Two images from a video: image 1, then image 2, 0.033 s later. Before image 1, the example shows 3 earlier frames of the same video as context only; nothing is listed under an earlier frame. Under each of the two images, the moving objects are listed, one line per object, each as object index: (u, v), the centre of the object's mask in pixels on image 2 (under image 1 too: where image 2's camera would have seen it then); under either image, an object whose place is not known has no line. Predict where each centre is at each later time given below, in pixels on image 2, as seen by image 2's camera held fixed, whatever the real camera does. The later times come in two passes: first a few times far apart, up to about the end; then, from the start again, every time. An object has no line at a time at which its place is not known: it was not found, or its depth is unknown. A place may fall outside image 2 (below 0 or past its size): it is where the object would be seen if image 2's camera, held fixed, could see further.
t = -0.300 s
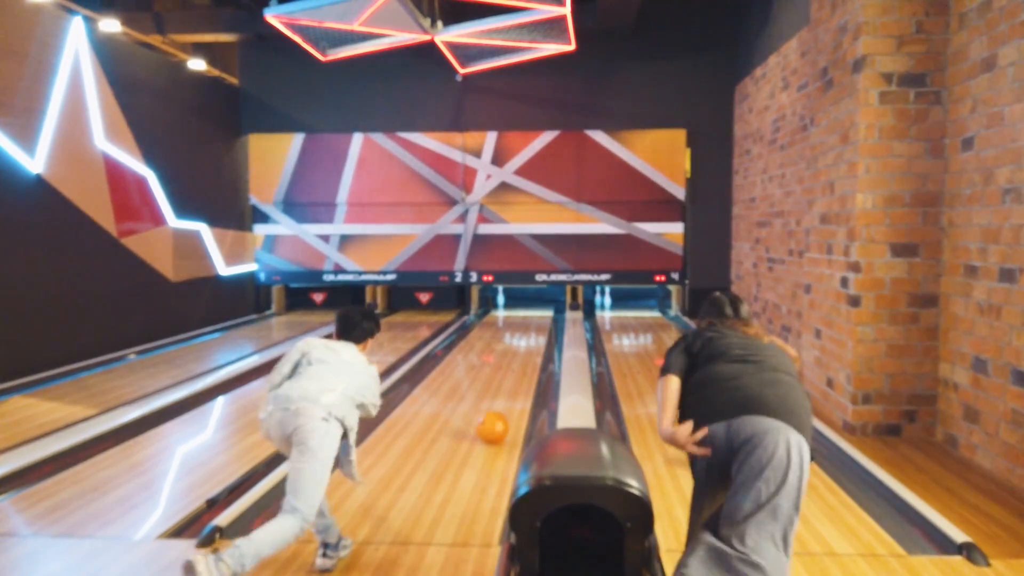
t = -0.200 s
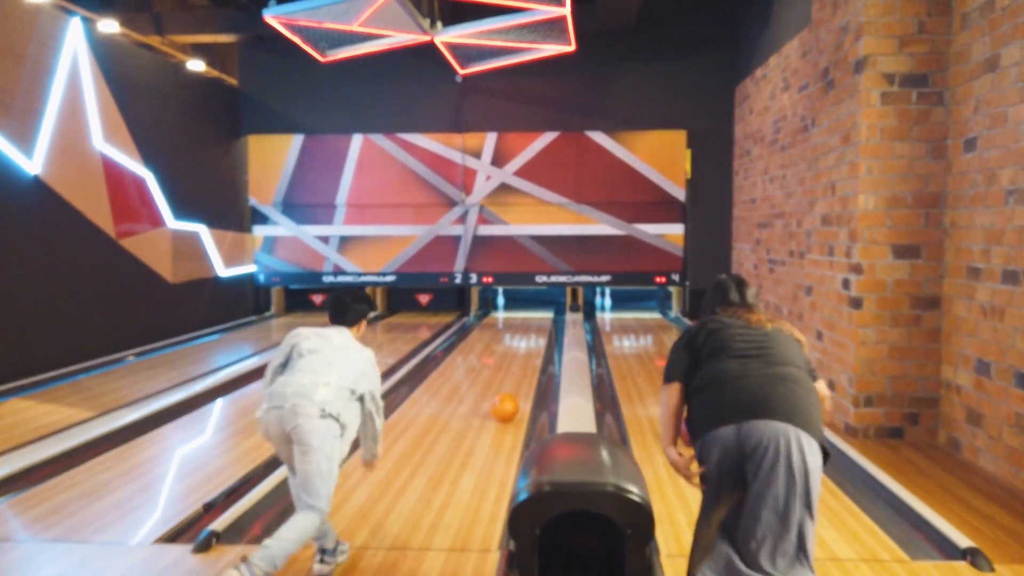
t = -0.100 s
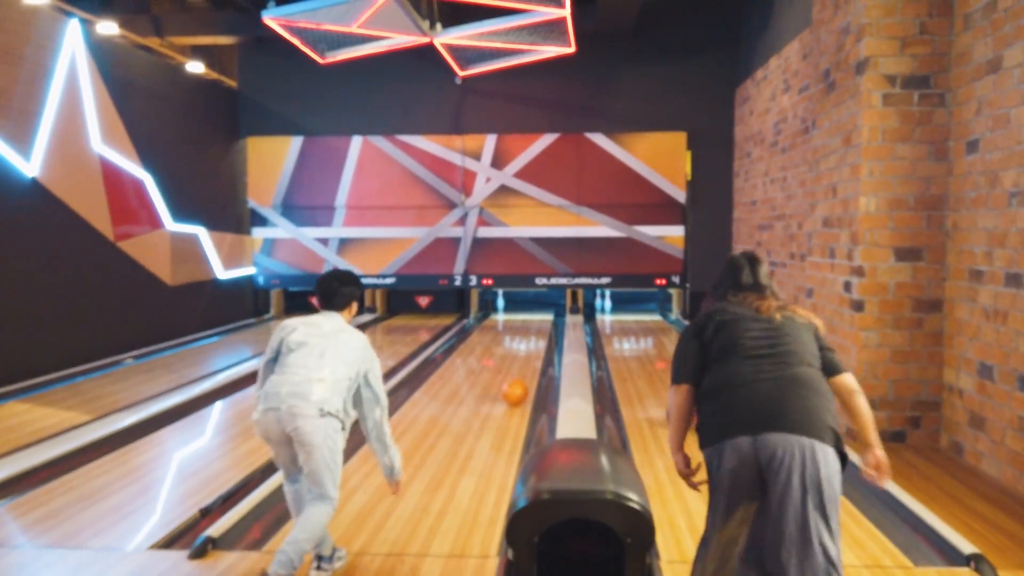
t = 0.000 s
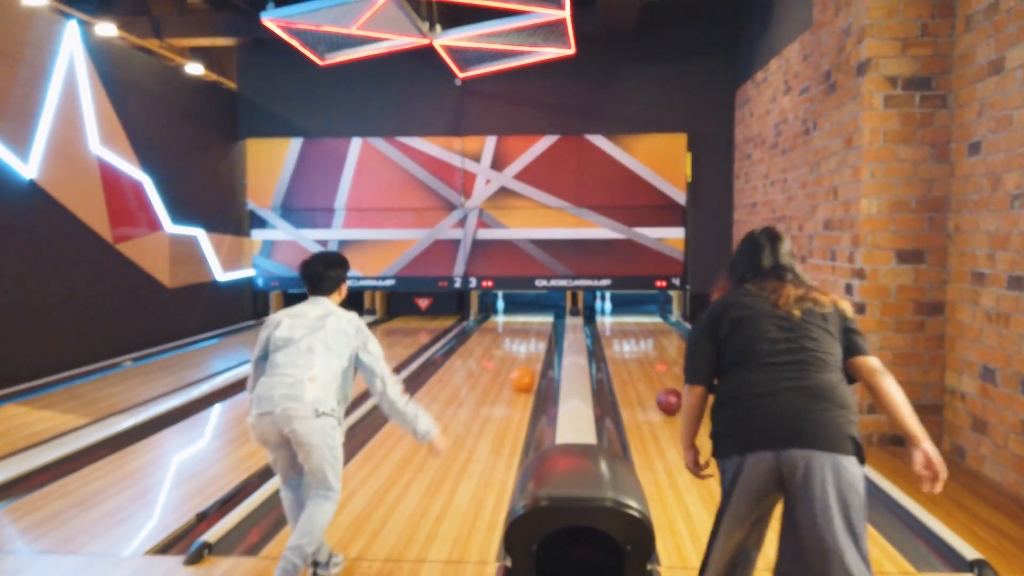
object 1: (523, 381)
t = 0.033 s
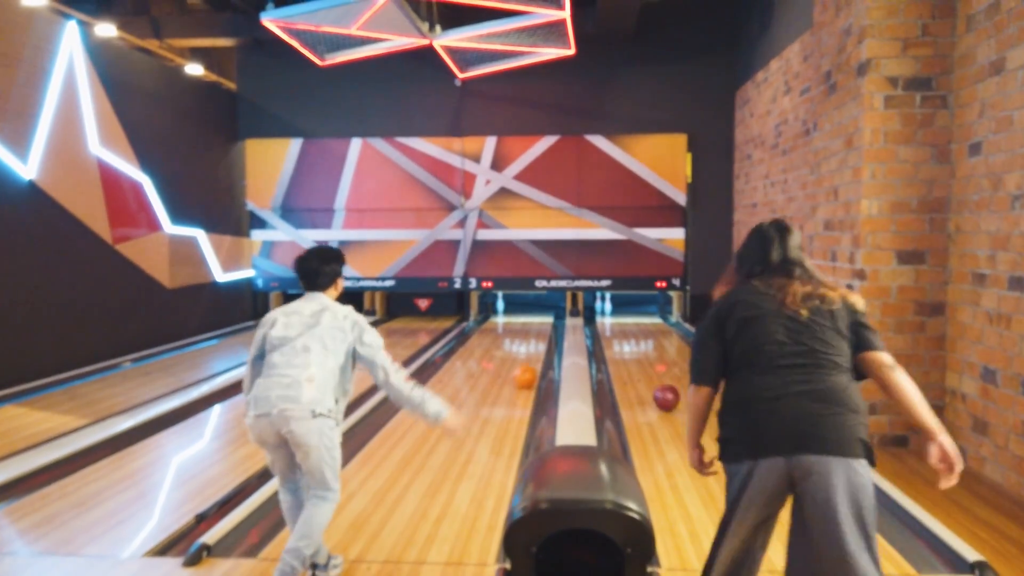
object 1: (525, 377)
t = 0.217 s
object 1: (537, 358)
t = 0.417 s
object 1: (545, 341)
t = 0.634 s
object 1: (553, 331)
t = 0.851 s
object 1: (558, 322)
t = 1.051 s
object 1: (559, 315)
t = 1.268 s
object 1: (560, 312)
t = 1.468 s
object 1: (556, 311)
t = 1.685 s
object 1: (548, 310)
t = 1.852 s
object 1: (543, 309)
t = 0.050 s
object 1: (526, 374)
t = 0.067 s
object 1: (527, 372)
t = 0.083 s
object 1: (529, 371)
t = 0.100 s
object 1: (530, 369)
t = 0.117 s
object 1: (531, 367)
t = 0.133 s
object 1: (532, 365)
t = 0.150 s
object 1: (533, 364)
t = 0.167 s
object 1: (534, 362)
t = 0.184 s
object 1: (535, 361)
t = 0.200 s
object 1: (536, 359)
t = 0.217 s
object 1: (537, 358)
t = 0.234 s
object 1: (537, 356)
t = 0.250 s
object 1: (538, 354)
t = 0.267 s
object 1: (539, 353)
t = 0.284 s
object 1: (540, 351)
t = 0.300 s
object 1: (541, 350)
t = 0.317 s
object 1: (541, 349)
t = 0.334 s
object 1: (541, 347)
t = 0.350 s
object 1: (543, 345)
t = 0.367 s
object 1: (543, 345)
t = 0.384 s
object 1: (543, 343)
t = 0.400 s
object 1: (545, 342)
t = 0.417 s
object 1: (545, 341)
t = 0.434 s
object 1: (545, 340)
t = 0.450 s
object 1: (545, 339)
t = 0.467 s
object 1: (546, 338)
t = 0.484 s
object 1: (547, 337)
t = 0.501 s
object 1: (547, 336)
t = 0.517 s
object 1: (548, 335)
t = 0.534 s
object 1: (548, 335)
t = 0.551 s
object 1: (549, 334)
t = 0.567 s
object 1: (549, 333)
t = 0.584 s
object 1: (550, 332)
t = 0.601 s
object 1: (551, 332)
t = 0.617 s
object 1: (552, 331)
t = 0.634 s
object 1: (553, 331)
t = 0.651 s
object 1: (554, 330)
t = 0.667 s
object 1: (555, 330)
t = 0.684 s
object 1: (555, 329)
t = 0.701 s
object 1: (556, 329)
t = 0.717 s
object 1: (556, 330)
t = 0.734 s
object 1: (556, 329)
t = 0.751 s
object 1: (557, 328)
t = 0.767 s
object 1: (557, 327)
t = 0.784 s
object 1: (557, 327)
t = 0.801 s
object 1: (557, 325)
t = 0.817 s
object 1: (557, 324)
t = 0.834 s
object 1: (557, 323)
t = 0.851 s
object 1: (558, 322)
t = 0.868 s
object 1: (558, 323)
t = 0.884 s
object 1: (558, 322)
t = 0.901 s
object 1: (558, 321)
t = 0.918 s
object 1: (558, 321)
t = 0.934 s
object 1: (558, 320)
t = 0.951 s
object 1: (558, 319)
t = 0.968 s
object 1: (558, 318)
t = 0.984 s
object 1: (558, 317)
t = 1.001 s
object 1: (558, 316)
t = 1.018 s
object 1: (558, 316)
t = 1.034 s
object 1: (558, 316)
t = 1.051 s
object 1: (559, 315)
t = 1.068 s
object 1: (559, 314)
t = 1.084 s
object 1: (559, 314)
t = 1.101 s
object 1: (559, 314)
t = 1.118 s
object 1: (559, 313)
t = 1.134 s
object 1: (560, 313)
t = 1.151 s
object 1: (560, 313)
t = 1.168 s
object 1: (560, 313)
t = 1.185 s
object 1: (559, 313)
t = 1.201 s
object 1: (559, 313)
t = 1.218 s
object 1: (559, 313)
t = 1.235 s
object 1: (559, 312)
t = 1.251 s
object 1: (560, 312)
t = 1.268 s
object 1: (560, 312)
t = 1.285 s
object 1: (560, 312)
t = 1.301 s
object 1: (560, 311)
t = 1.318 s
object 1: (560, 311)
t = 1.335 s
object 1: (560, 310)
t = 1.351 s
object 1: (560, 311)
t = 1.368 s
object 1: (560, 311)
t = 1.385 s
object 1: (560, 311)
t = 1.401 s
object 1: (559, 311)
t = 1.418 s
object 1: (559, 311)
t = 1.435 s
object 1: (558, 312)
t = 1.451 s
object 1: (557, 312)
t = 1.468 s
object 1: (556, 311)
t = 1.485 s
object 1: (556, 311)
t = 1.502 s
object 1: (555, 311)
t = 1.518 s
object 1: (555, 311)
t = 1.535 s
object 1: (554, 311)
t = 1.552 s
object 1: (553, 310)
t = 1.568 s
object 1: (552, 310)
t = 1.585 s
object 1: (552, 310)
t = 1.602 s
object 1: (551, 310)
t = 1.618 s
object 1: (550, 310)
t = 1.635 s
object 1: (549, 310)
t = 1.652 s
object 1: (549, 310)
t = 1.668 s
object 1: (549, 310)
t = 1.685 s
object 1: (548, 310)
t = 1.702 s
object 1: (548, 309)
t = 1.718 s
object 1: (547, 309)
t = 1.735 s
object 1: (546, 310)
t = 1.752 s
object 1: (546, 310)
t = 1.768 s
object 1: (546, 310)
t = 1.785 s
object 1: (545, 309)
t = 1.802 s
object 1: (544, 309)
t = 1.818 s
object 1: (544, 310)
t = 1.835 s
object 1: (544, 309)
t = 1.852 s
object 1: (543, 309)
